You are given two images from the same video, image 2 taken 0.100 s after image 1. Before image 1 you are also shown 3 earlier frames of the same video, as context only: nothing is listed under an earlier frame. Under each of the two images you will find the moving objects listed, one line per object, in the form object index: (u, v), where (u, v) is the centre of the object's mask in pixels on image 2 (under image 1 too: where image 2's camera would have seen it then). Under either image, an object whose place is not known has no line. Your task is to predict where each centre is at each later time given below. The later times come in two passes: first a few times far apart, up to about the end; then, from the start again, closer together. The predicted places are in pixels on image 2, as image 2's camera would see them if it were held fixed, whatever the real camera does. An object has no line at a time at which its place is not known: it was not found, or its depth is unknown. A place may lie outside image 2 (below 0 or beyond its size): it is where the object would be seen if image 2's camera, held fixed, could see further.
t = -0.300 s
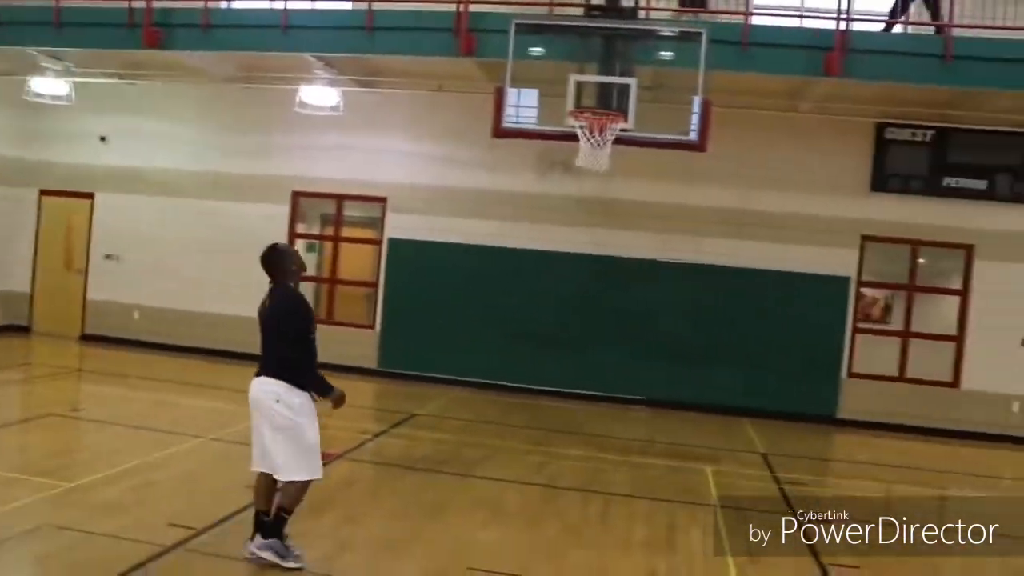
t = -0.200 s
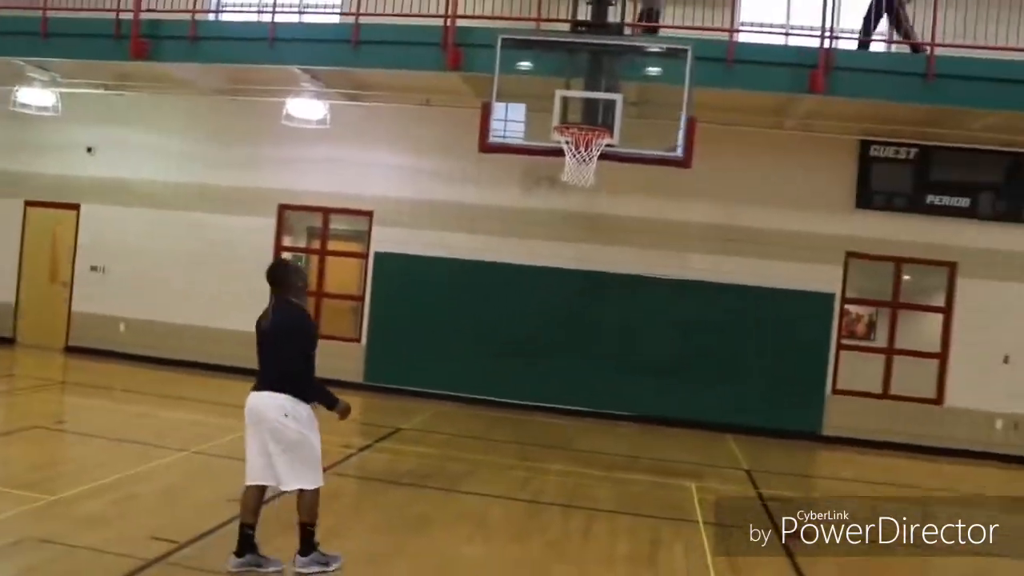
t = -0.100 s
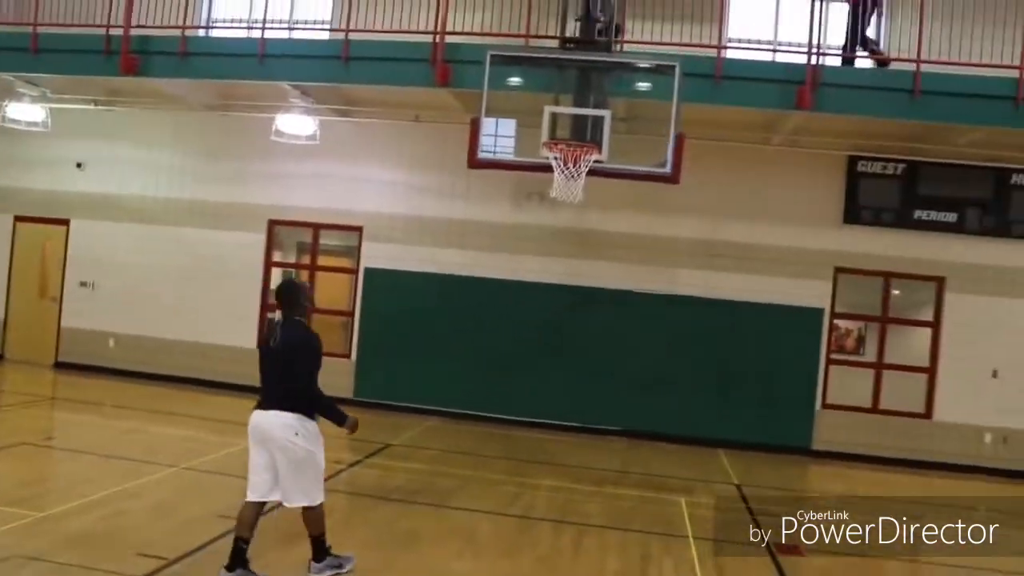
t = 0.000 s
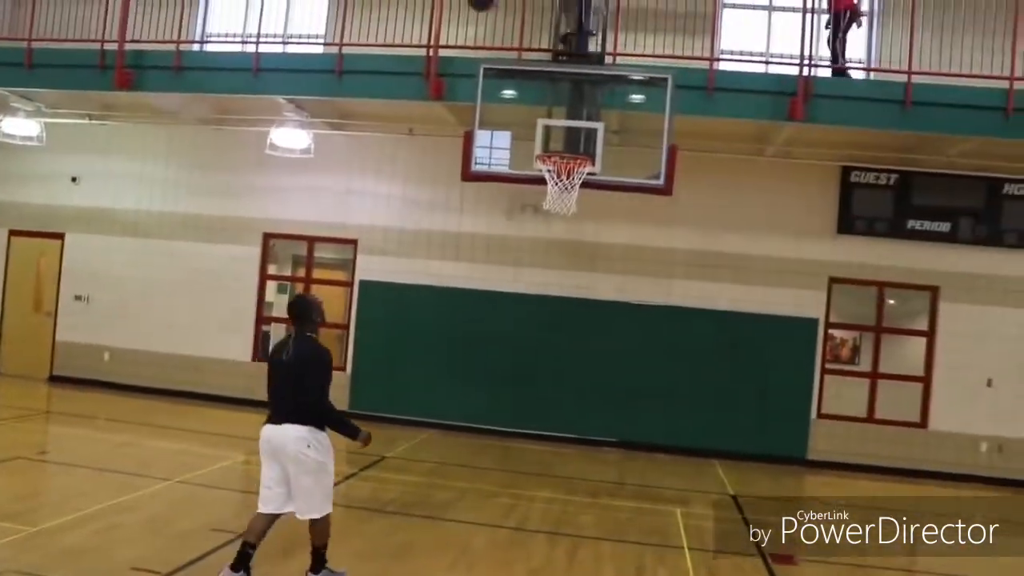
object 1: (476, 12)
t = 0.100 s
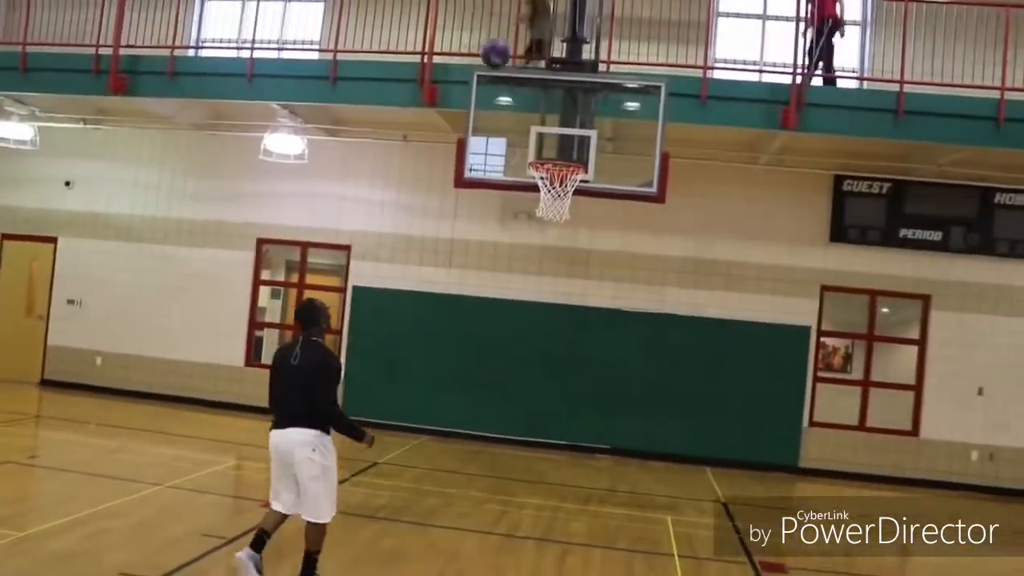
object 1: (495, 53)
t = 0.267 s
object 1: (522, 153)
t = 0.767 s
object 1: (358, 172)
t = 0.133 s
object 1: (501, 72)
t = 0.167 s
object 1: (507, 94)
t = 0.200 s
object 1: (512, 112)
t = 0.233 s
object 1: (517, 133)
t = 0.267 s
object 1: (522, 153)
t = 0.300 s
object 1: (514, 153)
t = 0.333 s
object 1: (502, 150)
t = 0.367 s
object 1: (492, 149)
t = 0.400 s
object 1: (481, 147)
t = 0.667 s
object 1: (394, 150)
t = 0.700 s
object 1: (383, 156)
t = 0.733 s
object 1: (371, 163)
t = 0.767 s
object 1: (358, 172)
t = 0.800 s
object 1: (346, 182)
